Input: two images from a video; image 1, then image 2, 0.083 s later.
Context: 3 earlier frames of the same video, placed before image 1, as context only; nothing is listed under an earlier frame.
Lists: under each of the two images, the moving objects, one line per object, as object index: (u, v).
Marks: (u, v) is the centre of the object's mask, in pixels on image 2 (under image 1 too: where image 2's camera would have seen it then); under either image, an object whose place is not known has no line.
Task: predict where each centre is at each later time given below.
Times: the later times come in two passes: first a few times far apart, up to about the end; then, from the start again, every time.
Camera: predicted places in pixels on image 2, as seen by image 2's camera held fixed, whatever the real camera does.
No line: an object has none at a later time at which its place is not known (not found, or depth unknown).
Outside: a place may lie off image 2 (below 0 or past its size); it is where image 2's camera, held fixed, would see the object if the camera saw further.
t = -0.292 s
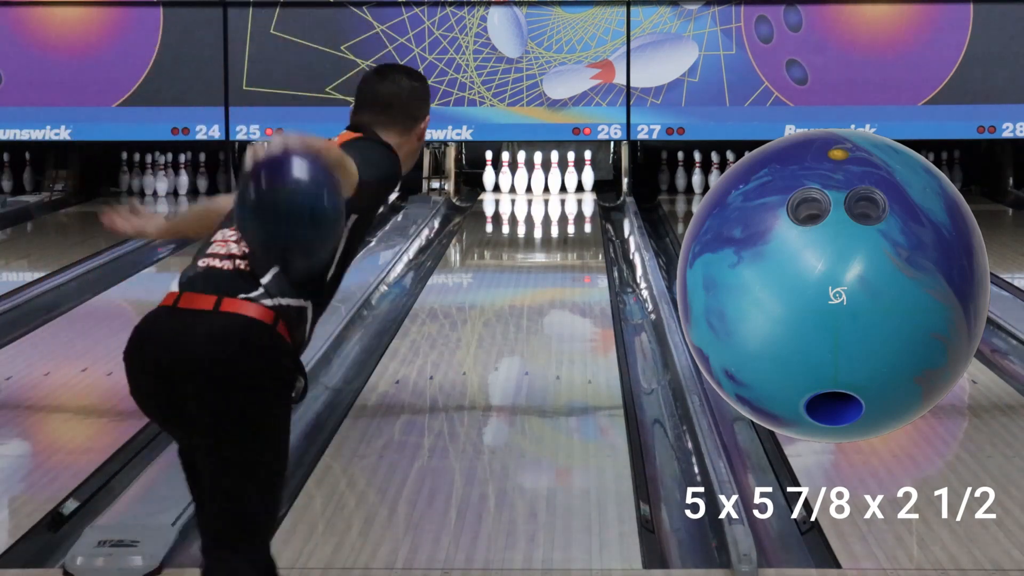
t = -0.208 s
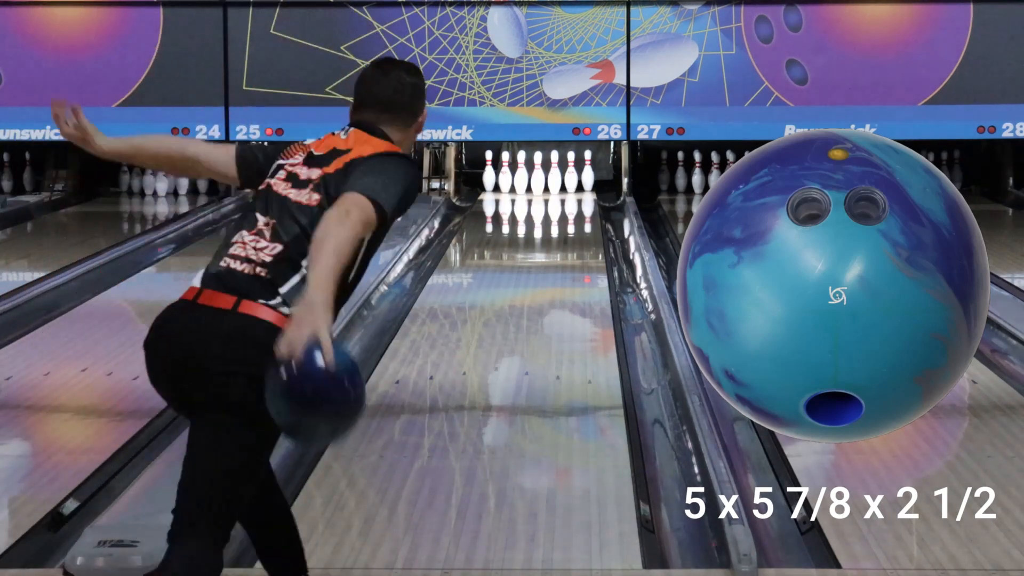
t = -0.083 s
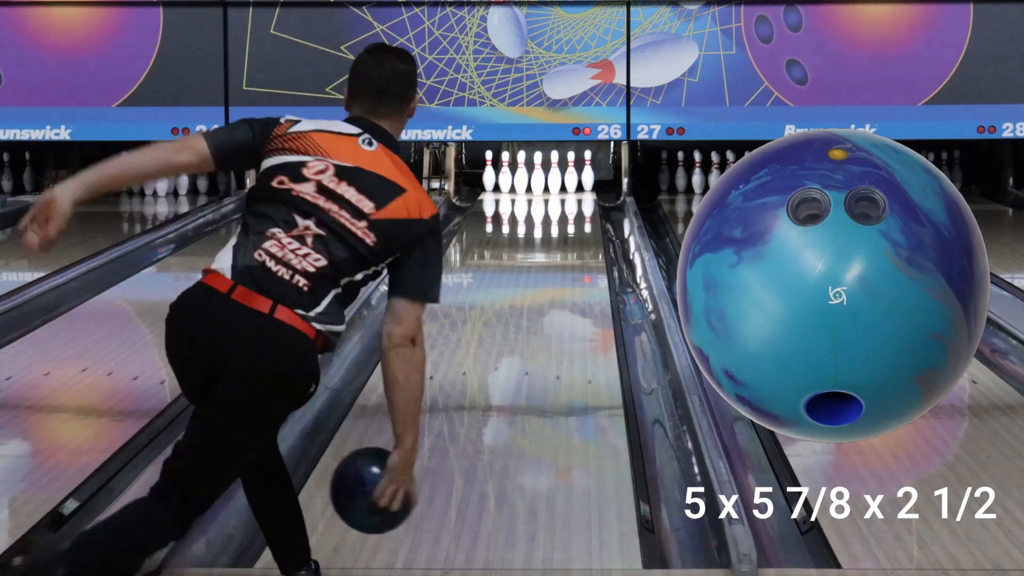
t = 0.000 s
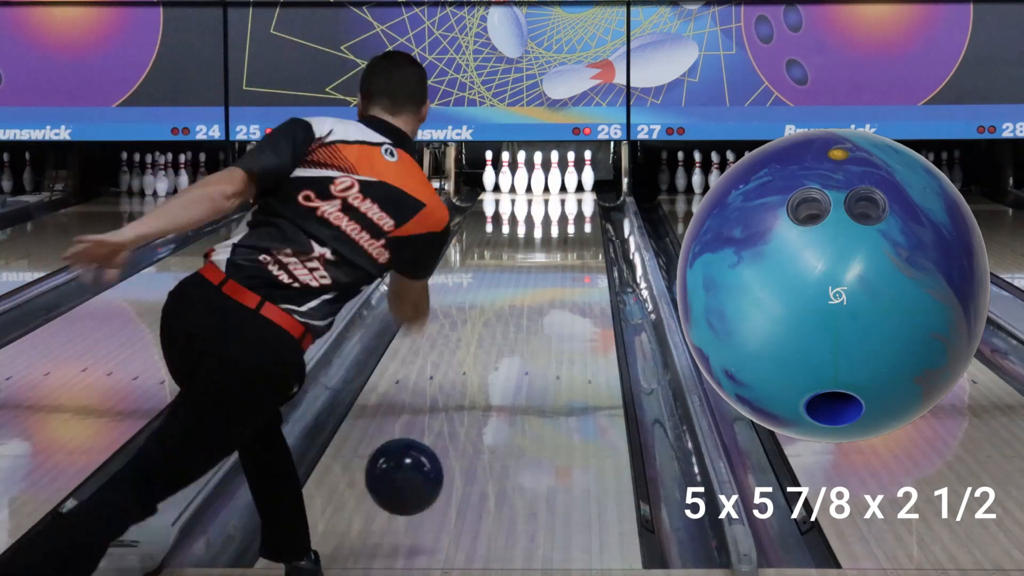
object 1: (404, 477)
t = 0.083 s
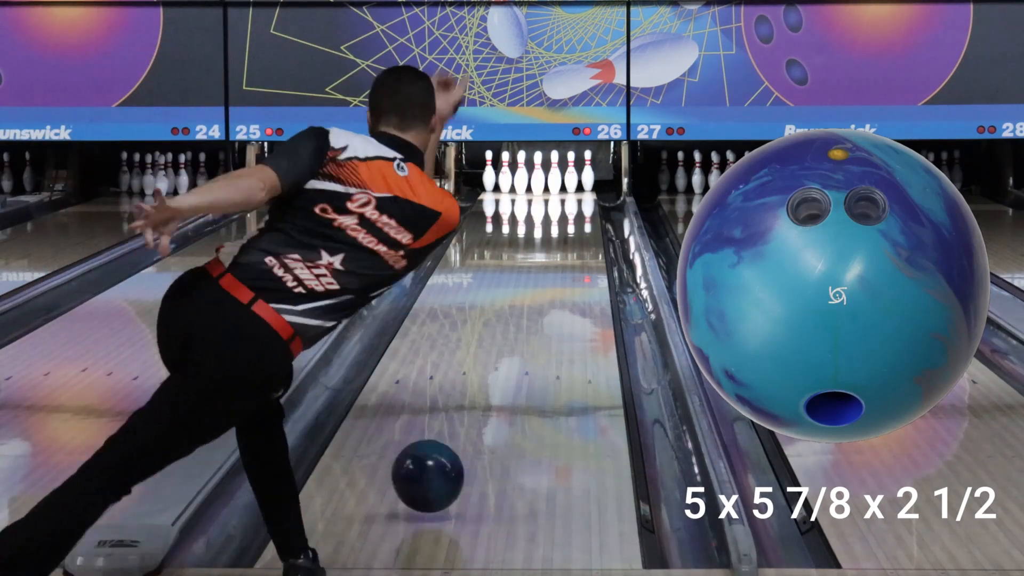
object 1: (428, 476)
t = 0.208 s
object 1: (456, 438)
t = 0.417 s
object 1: (490, 378)
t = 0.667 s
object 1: (518, 326)
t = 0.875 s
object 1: (535, 293)
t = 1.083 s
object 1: (548, 267)
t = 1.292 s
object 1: (557, 246)
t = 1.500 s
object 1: (564, 229)
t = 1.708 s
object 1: (567, 214)
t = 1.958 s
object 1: (563, 200)
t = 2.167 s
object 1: (553, 190)
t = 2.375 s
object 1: (540, 183)
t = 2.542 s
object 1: (526, 178)
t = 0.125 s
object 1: (438, 467)
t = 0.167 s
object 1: (447, 451)
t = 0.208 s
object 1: (456, 438)
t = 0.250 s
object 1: (464, 424)
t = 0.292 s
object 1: (471, 412)
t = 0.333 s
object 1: (478, 400)
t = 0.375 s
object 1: (484, 389)
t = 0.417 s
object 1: (490, 378)
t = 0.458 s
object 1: (495, 368)
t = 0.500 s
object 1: (501, 359)
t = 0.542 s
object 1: (506, 350)
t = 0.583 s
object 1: (510, 341)
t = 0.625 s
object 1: (514, 334)
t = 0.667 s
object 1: (518, 326)
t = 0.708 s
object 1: (522, 319)
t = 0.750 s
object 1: (526, 312)
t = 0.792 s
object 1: (529, 306)
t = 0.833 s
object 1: (532, 299)
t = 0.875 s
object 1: (535, 293)
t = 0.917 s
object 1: (538, 288)
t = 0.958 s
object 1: (541, 282)
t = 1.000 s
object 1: (543, 277)
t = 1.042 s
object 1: (545, 272)
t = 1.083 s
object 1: (548, 267)
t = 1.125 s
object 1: (550, 262)
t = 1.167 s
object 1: (552, 258)
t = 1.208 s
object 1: (553, 254)
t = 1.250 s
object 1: (555, 250)
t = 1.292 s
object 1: (557, 246)
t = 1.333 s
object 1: (558, 242)
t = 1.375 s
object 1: (559, 239)
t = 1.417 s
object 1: (561, 236)
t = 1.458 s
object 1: (562, 232)
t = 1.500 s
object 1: (564, 229)
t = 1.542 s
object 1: (564, 226)
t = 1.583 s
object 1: (565, 222)
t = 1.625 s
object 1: (566, 219)
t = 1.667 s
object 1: (566, 217)
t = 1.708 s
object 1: (567, 214)
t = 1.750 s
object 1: (567, 211)
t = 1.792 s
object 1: (567, 209)
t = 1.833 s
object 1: (566, 206)
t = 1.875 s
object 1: (566, 204)
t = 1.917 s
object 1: (564, 202)
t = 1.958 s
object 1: (563, 200)
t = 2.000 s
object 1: (562, 197)
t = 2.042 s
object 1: (559, 196)
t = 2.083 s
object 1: (558, 194)
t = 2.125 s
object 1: (555, 192)
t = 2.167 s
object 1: (553, 190)
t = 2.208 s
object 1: (550, 188)
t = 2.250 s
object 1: (547, 187)
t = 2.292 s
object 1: (543, 185)
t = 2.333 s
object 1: (543, 184)
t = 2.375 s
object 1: (540, 183)
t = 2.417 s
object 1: (536, 181)
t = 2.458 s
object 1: (533, 181)
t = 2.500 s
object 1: (529, 180)
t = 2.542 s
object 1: (526, 178)
